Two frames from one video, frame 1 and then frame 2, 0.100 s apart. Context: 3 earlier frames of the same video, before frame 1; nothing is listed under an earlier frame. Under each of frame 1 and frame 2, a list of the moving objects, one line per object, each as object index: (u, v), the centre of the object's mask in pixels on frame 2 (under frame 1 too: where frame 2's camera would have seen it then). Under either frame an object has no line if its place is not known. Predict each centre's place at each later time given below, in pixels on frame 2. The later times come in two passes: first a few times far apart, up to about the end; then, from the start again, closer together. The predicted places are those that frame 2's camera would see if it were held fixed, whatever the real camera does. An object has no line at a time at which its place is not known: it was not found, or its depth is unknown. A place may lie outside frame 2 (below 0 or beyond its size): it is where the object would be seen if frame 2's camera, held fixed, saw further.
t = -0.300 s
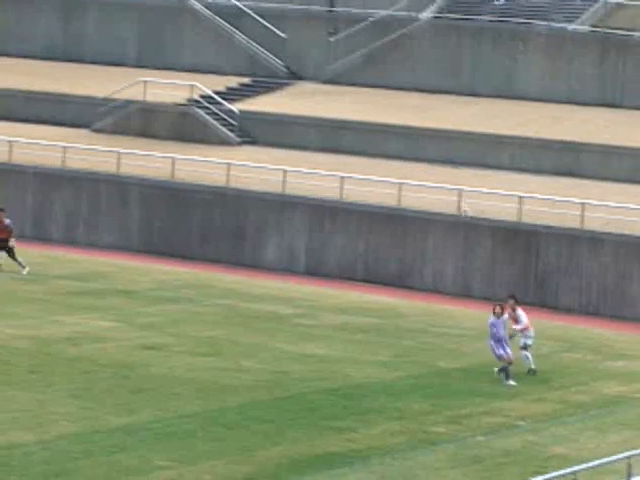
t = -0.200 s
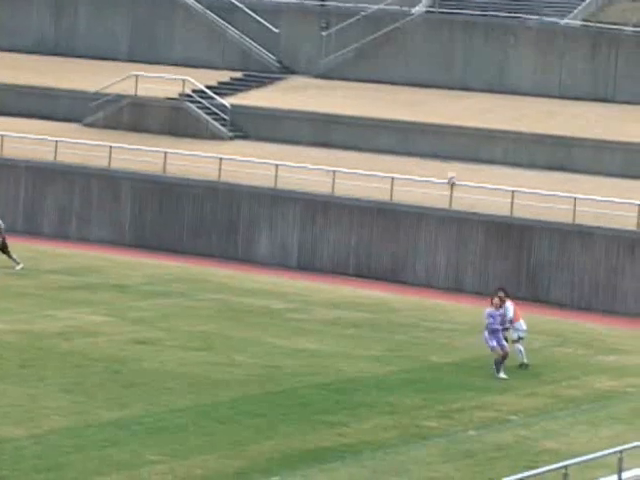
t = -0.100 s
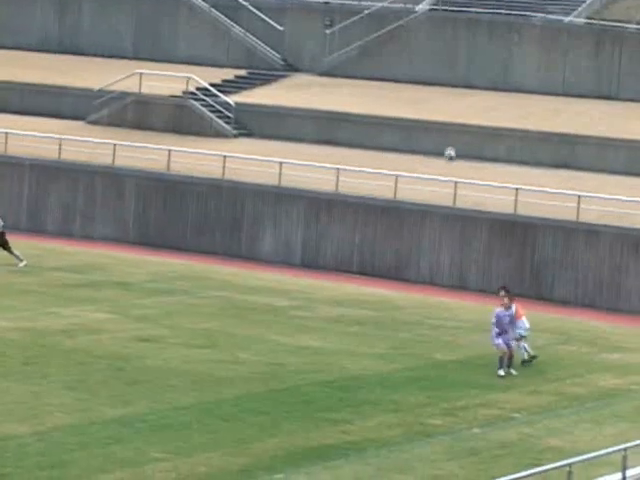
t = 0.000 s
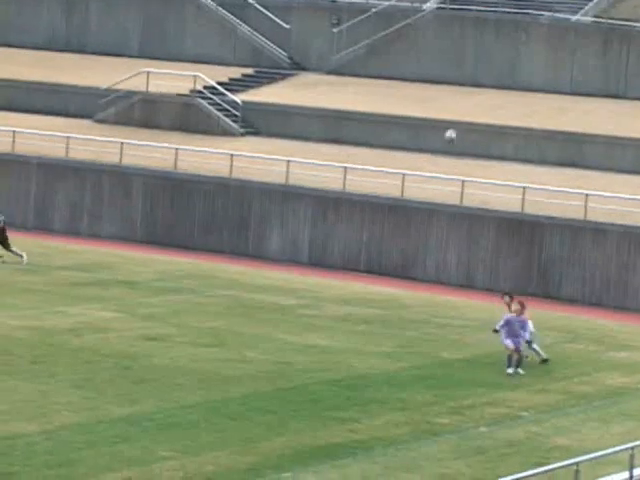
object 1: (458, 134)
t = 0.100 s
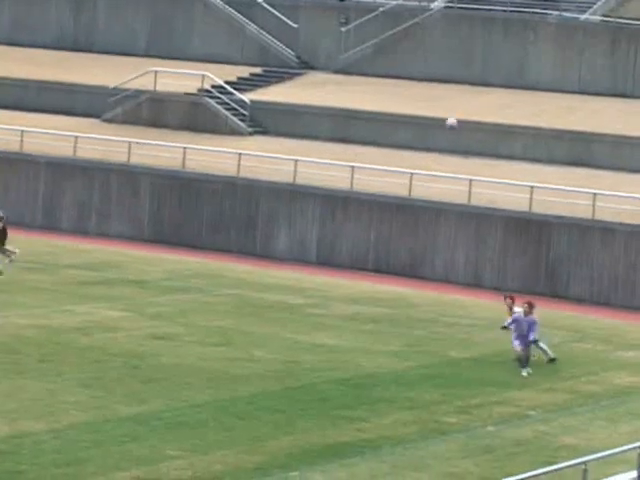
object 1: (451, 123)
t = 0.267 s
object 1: (438, 113)
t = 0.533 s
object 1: (418, 135)
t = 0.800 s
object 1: (395, 191)
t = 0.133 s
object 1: (448, 120)
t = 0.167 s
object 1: (447, 117)
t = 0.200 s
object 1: (445, 115)
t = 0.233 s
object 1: (442, 114)
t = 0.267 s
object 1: (438, 113)
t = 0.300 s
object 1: (436, 115)
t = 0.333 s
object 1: (434, 116)
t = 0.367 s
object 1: (431, 117)
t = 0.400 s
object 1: (428, 120)
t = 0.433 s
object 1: (426, 122)
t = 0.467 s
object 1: (423, 126)
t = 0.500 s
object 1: (420, 130)
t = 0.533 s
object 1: (418, 135)
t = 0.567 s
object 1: (415, 139)
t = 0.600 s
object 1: (412, 146)
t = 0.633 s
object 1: (410, 153)
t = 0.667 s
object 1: (407, 159)
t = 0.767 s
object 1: (398, 184)
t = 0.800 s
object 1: (395, 191)
